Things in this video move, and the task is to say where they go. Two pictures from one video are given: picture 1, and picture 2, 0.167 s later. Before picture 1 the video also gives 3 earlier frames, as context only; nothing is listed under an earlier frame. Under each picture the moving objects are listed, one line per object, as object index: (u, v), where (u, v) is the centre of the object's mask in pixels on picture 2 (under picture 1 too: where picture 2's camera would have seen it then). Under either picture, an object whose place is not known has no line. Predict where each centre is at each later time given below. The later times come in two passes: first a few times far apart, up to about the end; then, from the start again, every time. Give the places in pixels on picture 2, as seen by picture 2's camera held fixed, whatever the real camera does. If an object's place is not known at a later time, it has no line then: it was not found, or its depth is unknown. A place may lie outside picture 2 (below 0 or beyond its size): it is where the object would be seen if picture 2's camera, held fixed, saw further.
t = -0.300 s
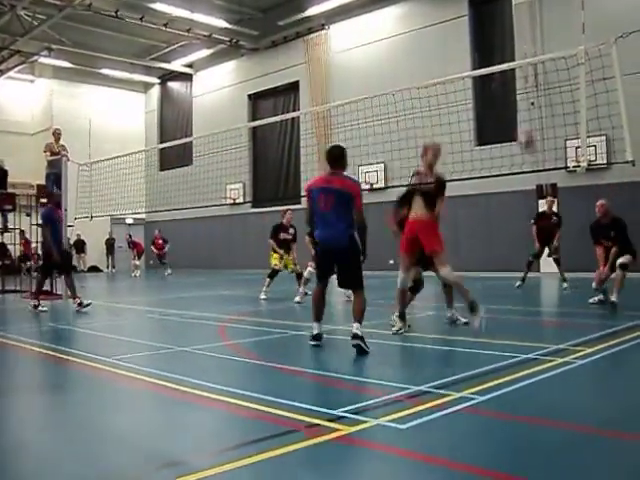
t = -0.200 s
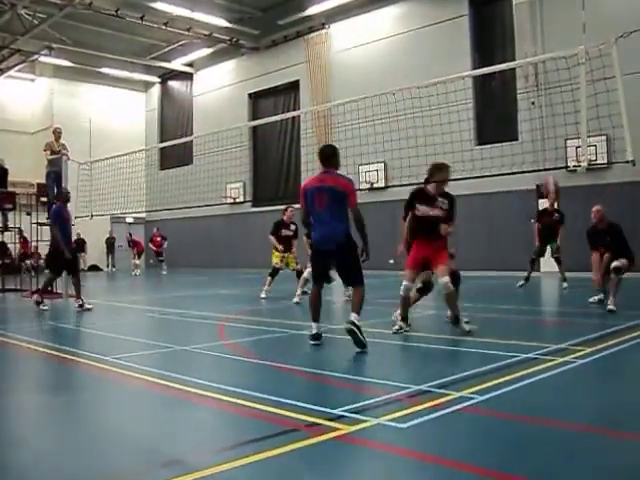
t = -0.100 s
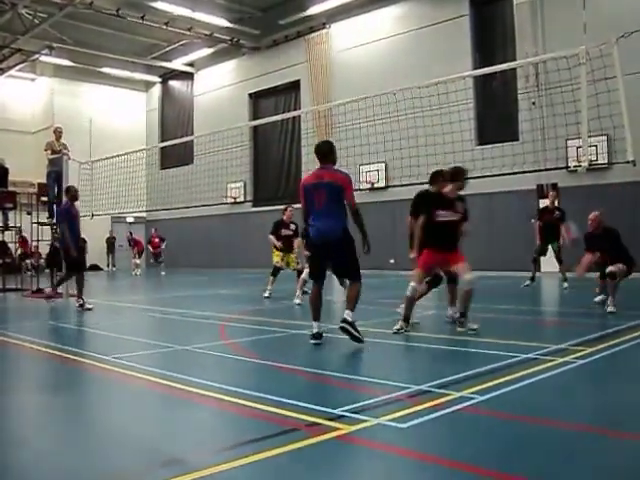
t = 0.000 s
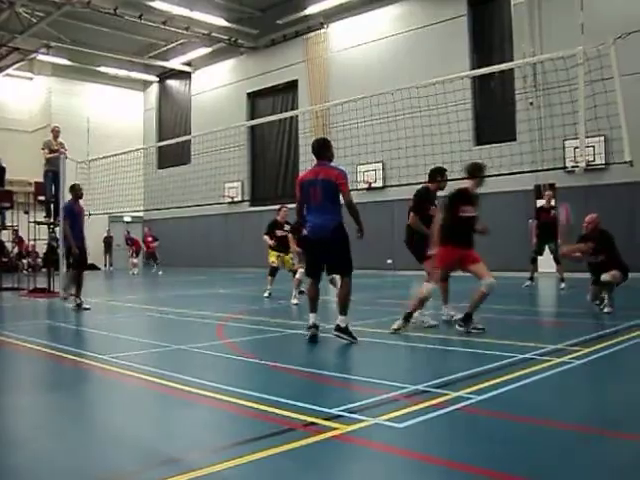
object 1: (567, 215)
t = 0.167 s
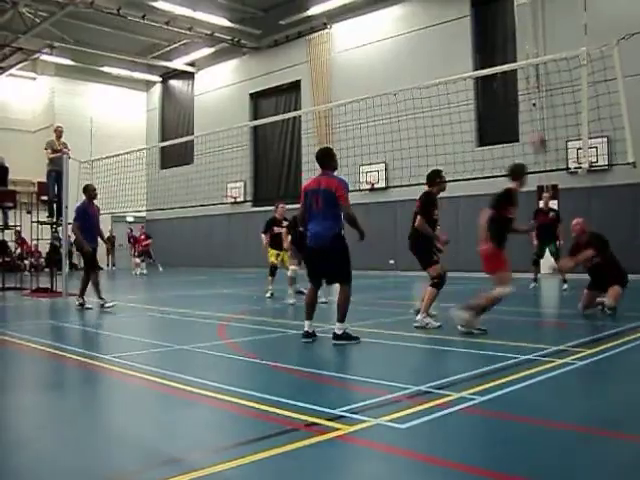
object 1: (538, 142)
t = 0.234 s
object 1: (529, 119)
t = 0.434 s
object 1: (493, 60)
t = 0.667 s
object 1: (456, 41)
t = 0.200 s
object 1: (535, 129)
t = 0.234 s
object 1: (529, 119)
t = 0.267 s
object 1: (521, 105)
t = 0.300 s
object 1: (515, 95)
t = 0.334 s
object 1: (508, 85)
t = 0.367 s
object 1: (505, 76)
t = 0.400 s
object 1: (497, 63)
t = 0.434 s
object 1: (493, 60)
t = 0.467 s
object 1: (488, 58)
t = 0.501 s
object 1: (483, 51)
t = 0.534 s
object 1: (477, 46)
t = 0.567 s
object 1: (473, 45)
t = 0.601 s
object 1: (468, 43)
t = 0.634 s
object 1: (461, 42)
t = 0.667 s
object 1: (456, 41)
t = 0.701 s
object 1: (451, 42)
